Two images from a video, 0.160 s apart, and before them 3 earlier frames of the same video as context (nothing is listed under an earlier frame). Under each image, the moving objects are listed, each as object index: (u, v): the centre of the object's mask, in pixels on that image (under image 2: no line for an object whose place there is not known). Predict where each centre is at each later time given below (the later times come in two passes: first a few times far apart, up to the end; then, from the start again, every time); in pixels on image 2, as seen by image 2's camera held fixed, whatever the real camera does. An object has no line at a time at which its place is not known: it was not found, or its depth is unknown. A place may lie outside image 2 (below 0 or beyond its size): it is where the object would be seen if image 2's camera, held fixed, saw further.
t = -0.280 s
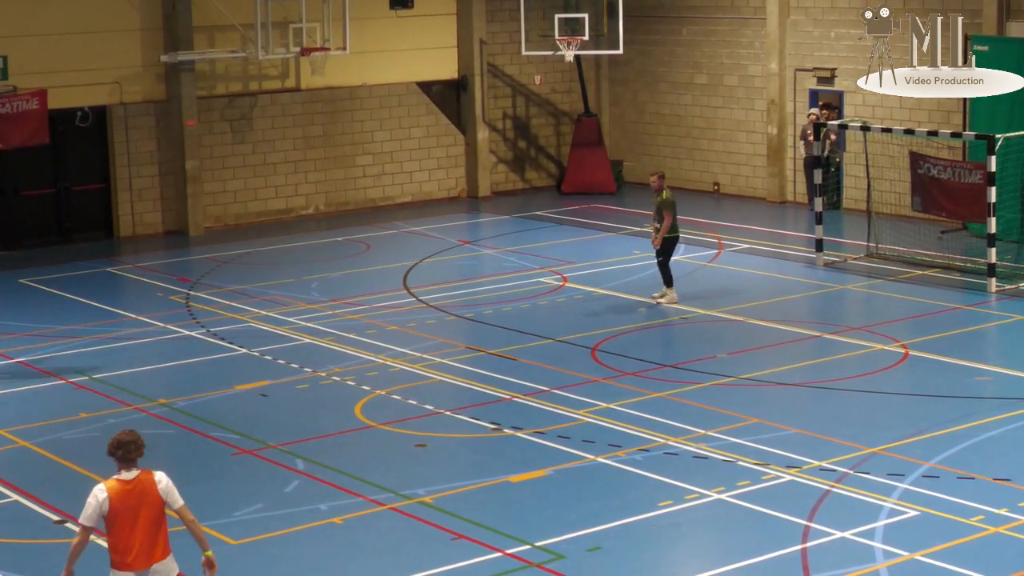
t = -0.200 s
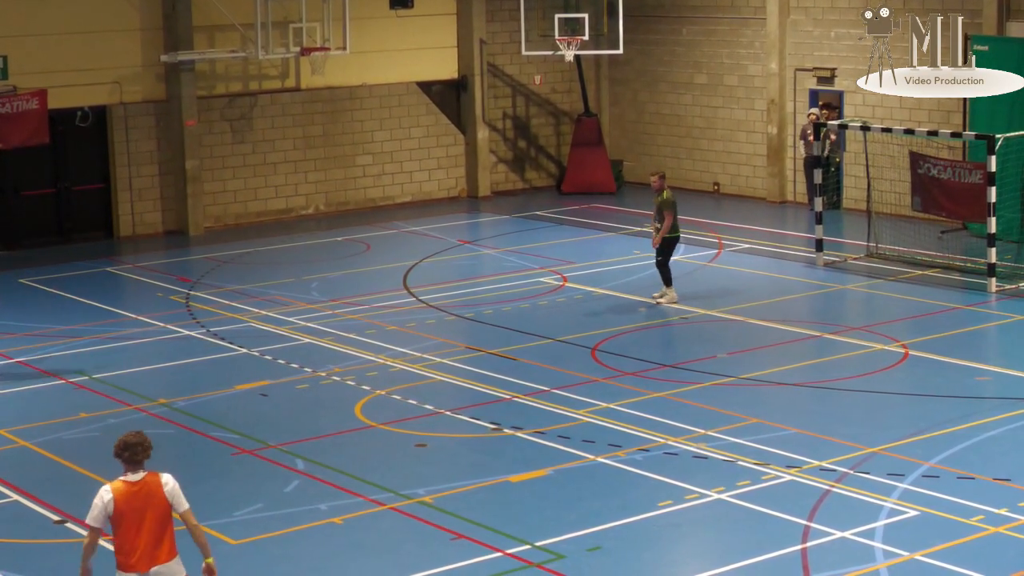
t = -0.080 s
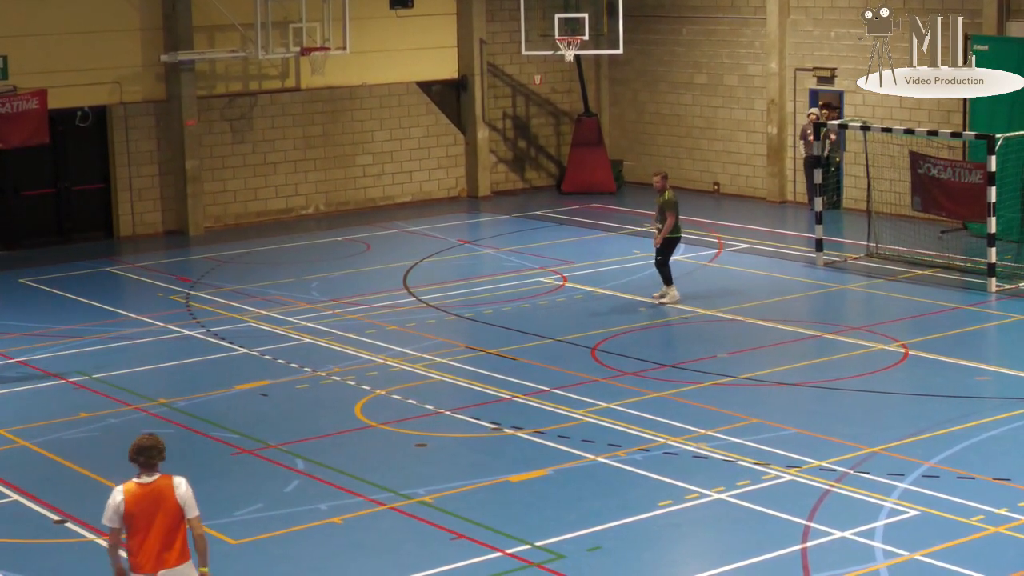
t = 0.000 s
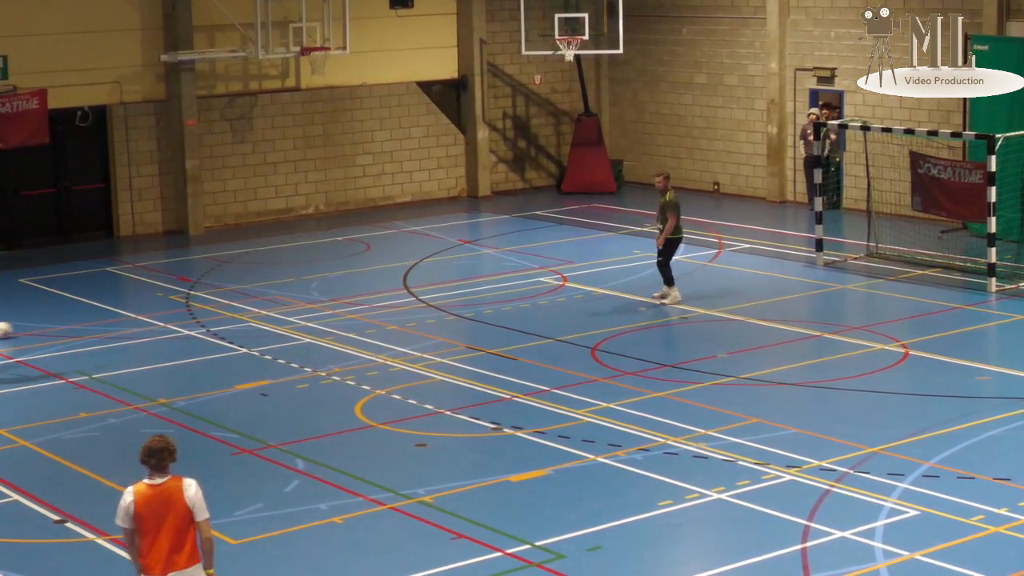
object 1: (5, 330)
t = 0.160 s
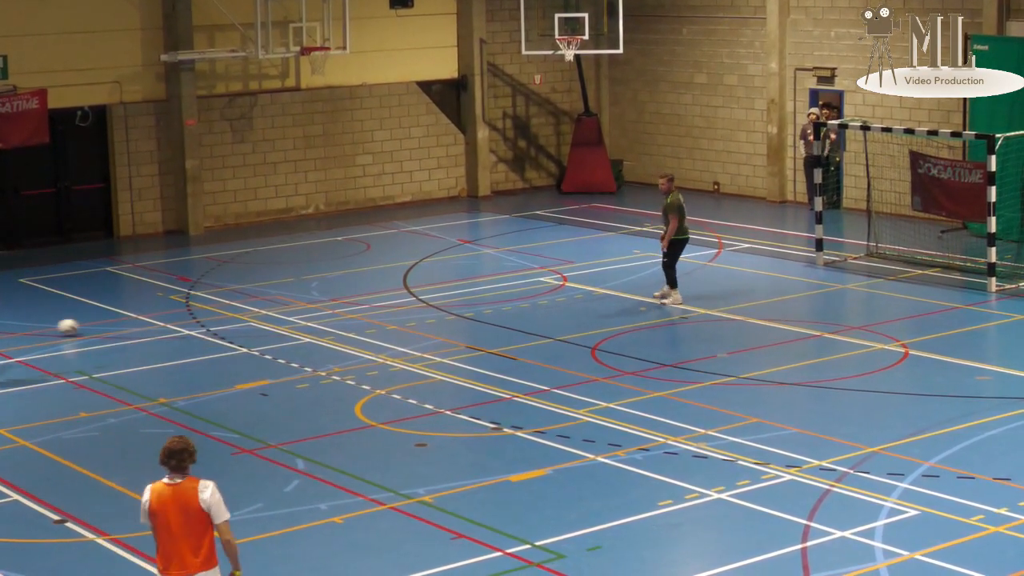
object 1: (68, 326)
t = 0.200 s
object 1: (84, 327)
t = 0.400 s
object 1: (165, 323)
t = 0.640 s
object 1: (260, 320)
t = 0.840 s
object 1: (336, 316)
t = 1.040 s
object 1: (410, 315)
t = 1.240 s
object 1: (482, 312)
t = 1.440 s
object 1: (554, 309)
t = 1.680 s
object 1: (637, 307)
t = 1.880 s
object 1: (705, 304)
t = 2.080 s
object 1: (771, 303)
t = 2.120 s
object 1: (785, 303)
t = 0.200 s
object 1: (84, 327)
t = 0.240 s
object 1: (102, 326)
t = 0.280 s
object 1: (117, 325)
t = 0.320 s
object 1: (133, 325)
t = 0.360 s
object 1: (150, 324)
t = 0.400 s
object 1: (165, 323)
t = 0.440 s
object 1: (181, 322)
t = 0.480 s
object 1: (197, 322)
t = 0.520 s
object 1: (213, 321)
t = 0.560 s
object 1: (228, 321)
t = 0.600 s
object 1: (244, 321)
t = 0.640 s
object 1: (260, 320)
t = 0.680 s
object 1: (274, 320)
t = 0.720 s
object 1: (290, 320)
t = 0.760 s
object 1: (306, 318)
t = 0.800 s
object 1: (321, 317)
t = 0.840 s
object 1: (336, 316)
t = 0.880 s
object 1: (352, 317)
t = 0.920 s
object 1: (365, 316)
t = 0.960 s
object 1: (380, 316)
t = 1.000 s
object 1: (395, 315)
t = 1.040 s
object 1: (410, 315)
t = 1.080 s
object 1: (425, 314)
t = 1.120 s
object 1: (440, 313)
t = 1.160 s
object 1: (454, 313)
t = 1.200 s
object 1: (469, 312)
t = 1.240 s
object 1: (482, 312)
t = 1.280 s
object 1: (497, 312)
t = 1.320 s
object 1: (511, 311)
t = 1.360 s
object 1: (526, 311)
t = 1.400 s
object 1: (540, 309)
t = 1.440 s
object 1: (554, 309)
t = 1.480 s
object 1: (567, 308)
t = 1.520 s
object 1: (581, 308)
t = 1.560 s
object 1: (595, 308)
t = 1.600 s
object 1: (609, 308)
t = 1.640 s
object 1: (624, 307)
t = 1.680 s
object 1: (637, 307)
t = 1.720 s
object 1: (649, 307)
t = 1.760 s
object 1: (664, 306)
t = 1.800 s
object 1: (678, 306)
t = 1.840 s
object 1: (692, 305)
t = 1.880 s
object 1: (705, 304)
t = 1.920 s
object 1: (718, 303)
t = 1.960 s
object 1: (731, 303)
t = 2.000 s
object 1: (745, 303)
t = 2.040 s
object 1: (758, 303)
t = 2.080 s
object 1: (771, 303)
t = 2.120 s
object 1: (785, 303)
